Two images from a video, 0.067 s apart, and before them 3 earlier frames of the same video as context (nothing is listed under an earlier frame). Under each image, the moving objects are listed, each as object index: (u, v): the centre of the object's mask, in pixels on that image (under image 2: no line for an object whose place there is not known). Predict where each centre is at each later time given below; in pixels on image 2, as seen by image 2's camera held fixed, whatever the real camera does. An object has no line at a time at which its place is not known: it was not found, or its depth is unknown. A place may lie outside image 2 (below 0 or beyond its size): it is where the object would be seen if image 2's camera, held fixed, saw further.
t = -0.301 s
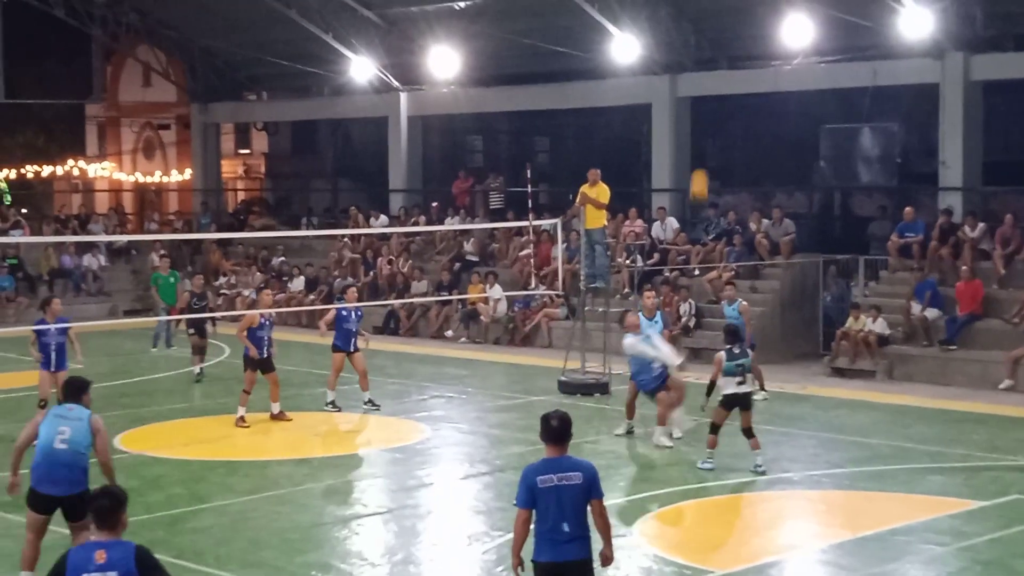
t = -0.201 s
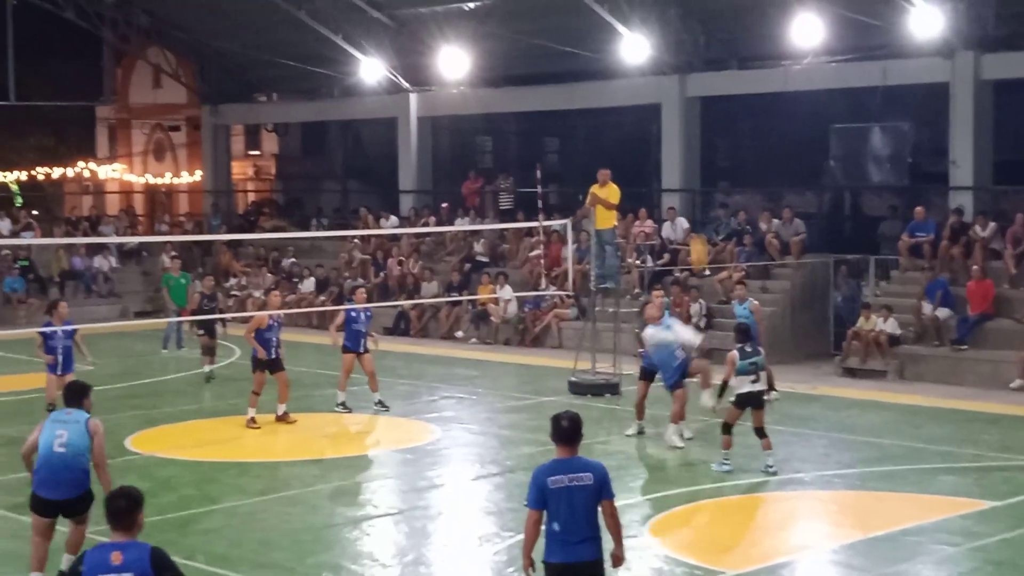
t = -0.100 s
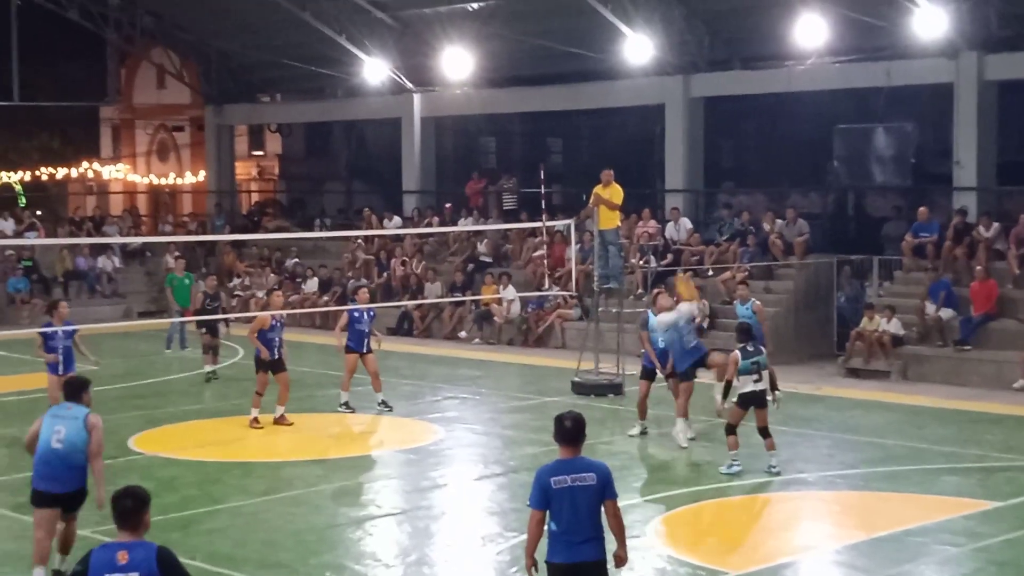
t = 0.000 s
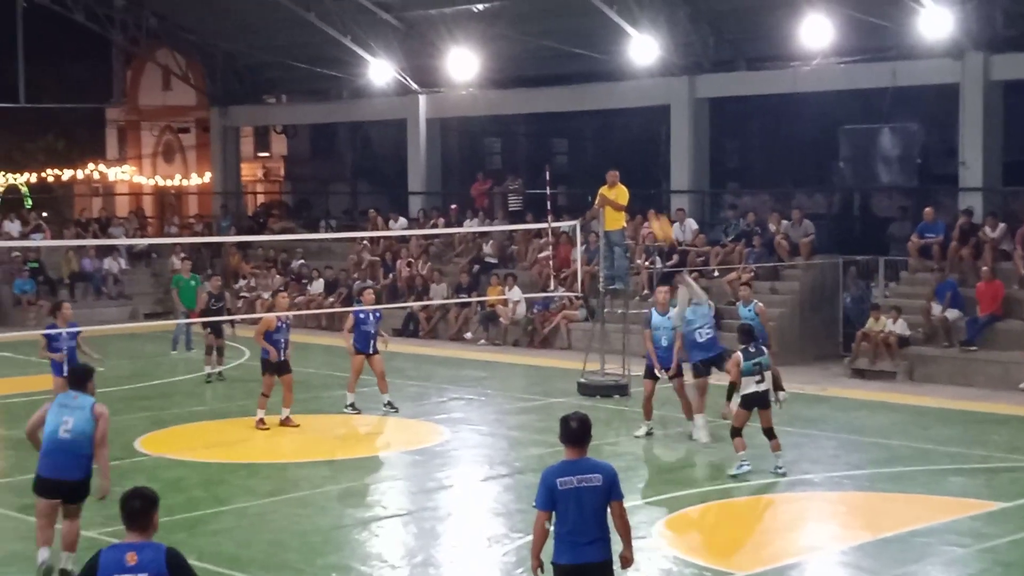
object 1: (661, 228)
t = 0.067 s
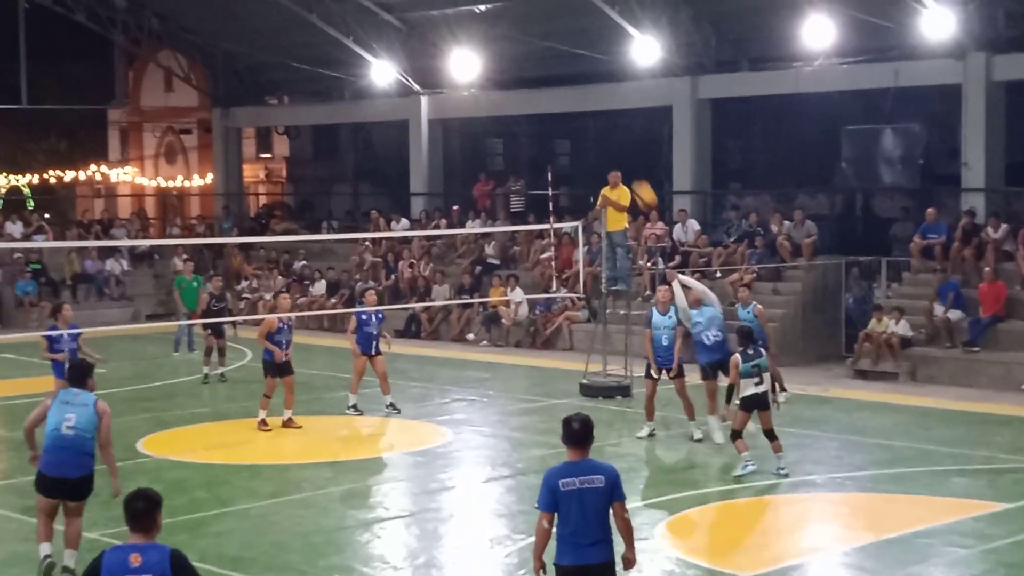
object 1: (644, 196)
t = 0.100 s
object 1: (634, 178)
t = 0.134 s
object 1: (624, 162)
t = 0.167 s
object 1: (613, 147)
